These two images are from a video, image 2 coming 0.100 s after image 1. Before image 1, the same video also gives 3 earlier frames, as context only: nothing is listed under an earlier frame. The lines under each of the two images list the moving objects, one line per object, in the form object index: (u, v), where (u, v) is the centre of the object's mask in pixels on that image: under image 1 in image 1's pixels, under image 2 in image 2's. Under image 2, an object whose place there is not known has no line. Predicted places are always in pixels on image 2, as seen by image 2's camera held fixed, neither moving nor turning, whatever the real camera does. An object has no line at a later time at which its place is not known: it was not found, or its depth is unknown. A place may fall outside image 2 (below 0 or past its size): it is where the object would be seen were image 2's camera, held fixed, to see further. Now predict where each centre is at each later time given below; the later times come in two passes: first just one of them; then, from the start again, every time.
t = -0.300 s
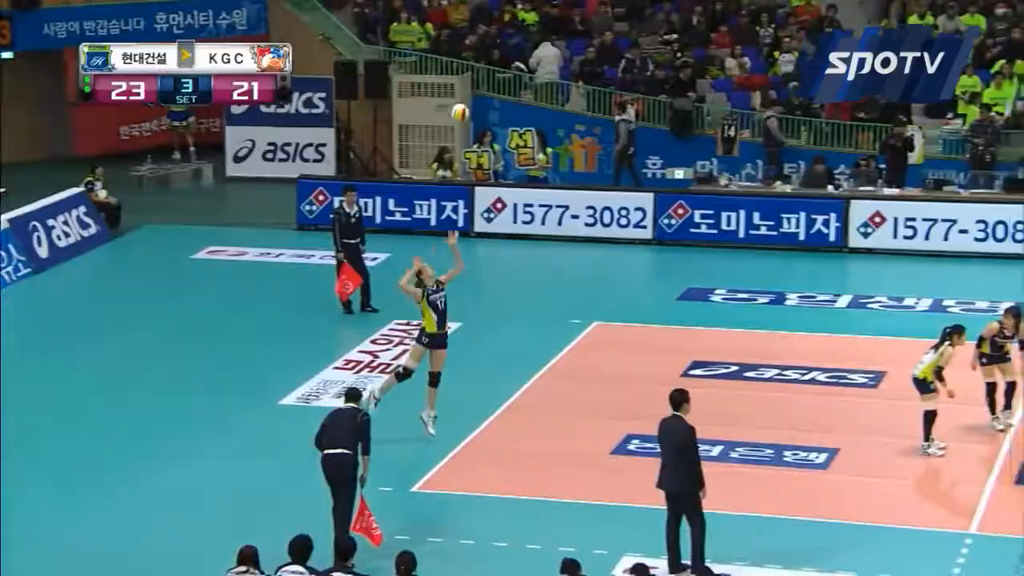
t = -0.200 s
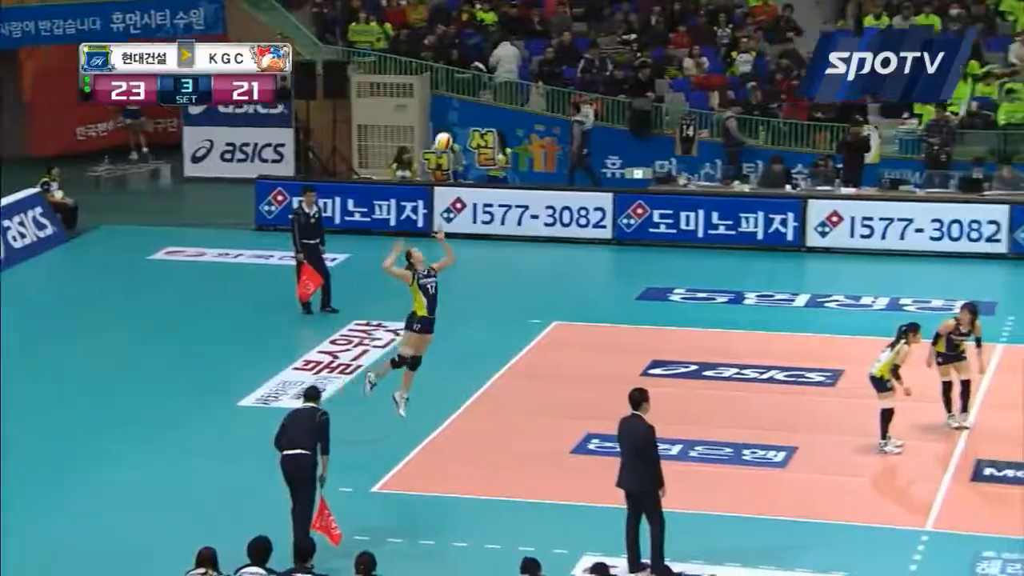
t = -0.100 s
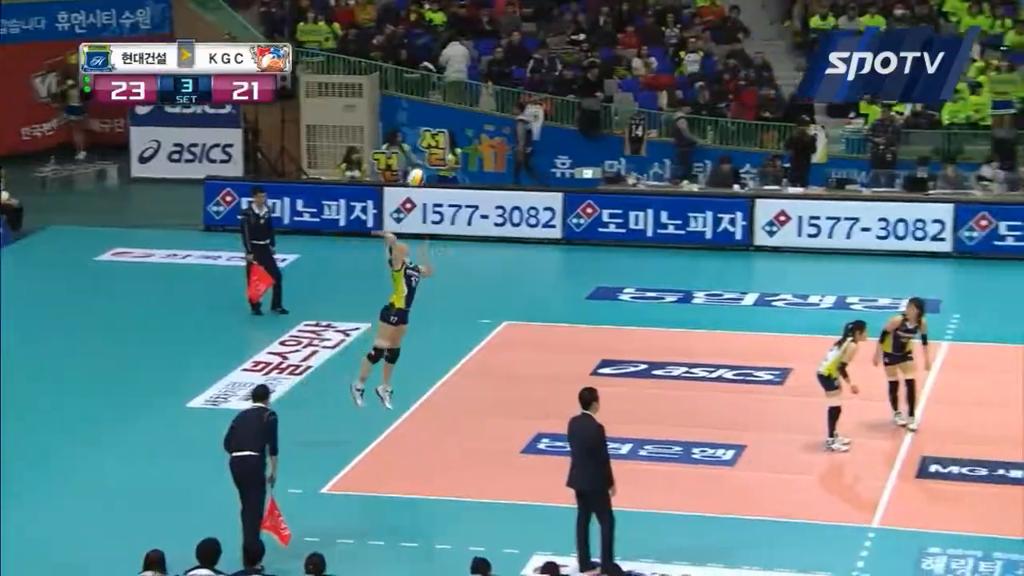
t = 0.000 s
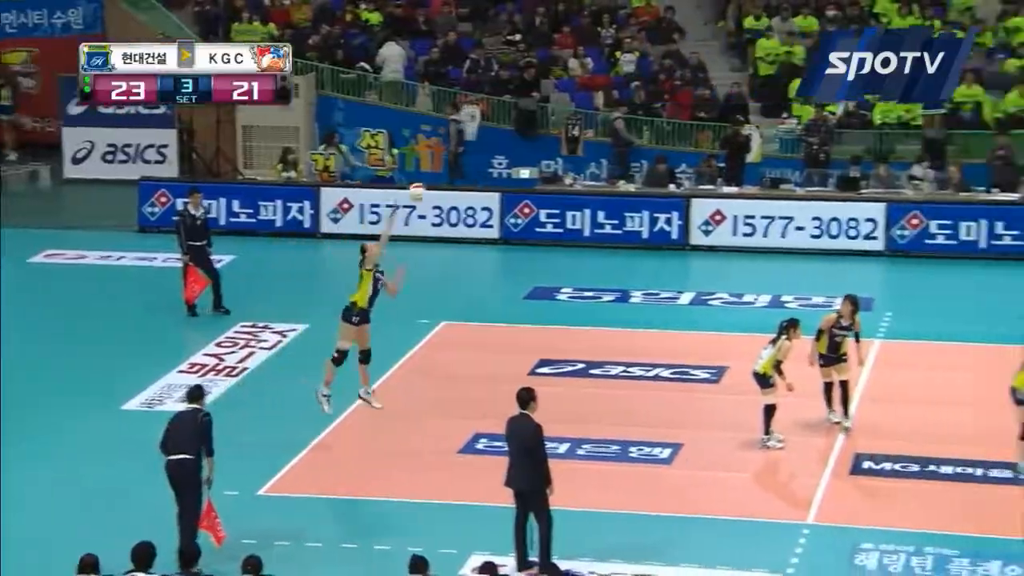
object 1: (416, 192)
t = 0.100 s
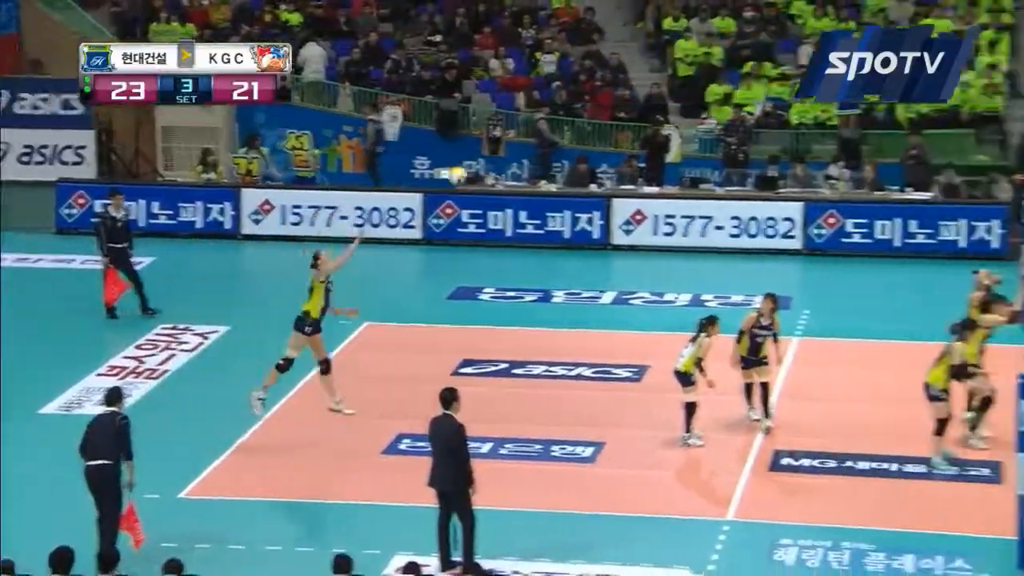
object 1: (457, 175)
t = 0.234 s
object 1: (614, 165)
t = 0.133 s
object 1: (496, 171)
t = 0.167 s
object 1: (536, 168)
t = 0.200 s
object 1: (574, 166)
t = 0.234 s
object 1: (614, 165)
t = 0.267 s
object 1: (653, 166)
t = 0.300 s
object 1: (693, 167)
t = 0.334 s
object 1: (732, 168)
